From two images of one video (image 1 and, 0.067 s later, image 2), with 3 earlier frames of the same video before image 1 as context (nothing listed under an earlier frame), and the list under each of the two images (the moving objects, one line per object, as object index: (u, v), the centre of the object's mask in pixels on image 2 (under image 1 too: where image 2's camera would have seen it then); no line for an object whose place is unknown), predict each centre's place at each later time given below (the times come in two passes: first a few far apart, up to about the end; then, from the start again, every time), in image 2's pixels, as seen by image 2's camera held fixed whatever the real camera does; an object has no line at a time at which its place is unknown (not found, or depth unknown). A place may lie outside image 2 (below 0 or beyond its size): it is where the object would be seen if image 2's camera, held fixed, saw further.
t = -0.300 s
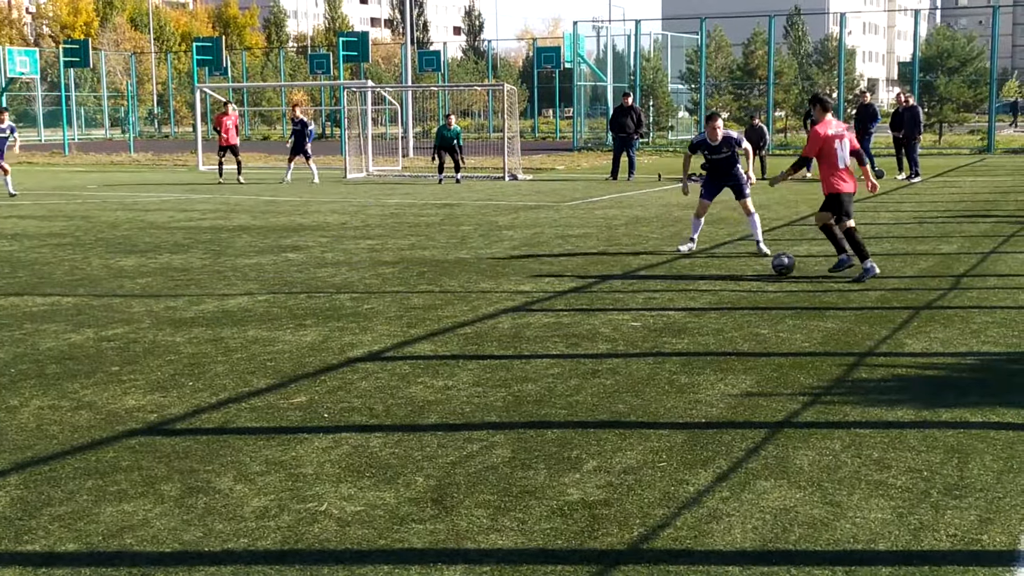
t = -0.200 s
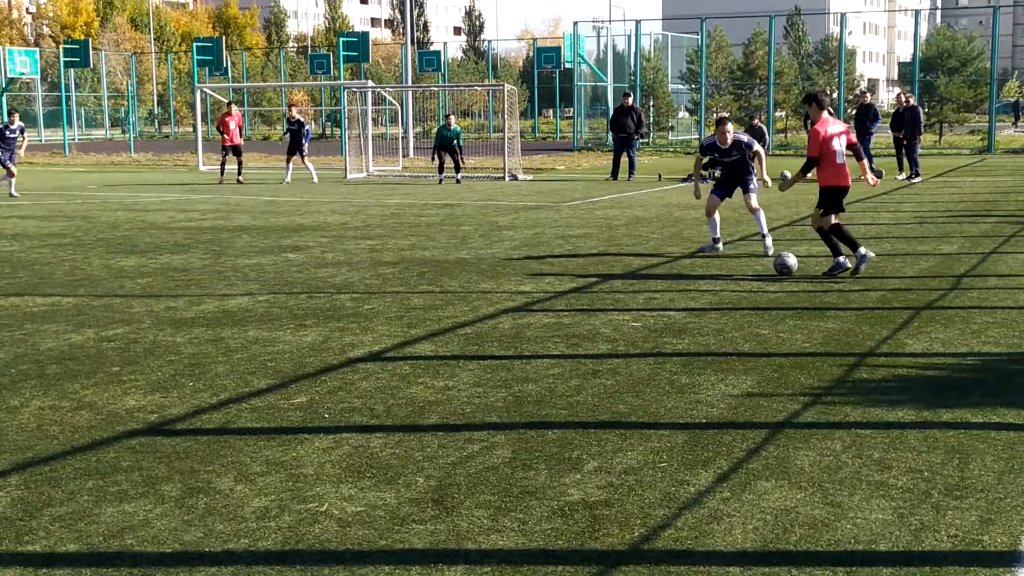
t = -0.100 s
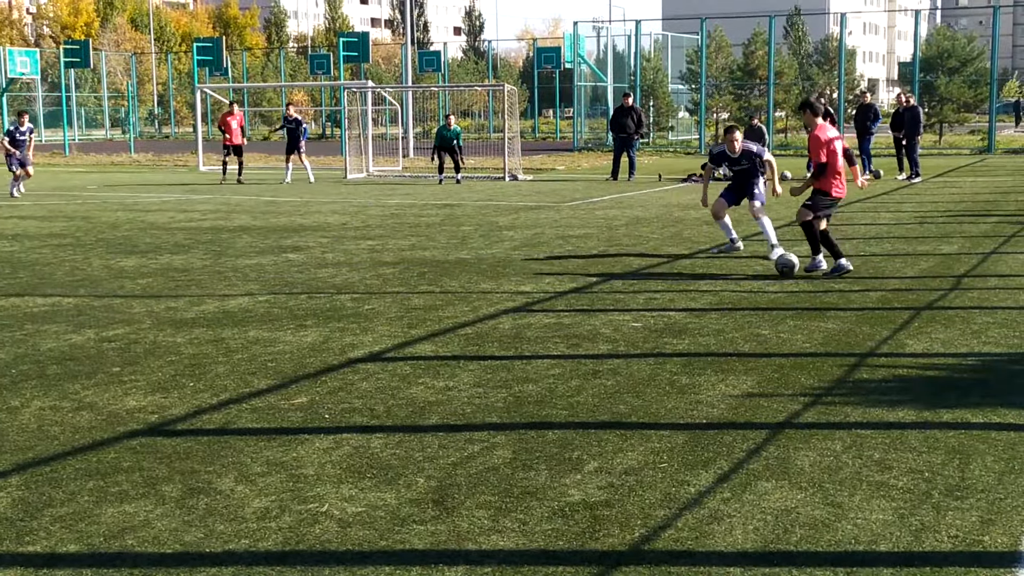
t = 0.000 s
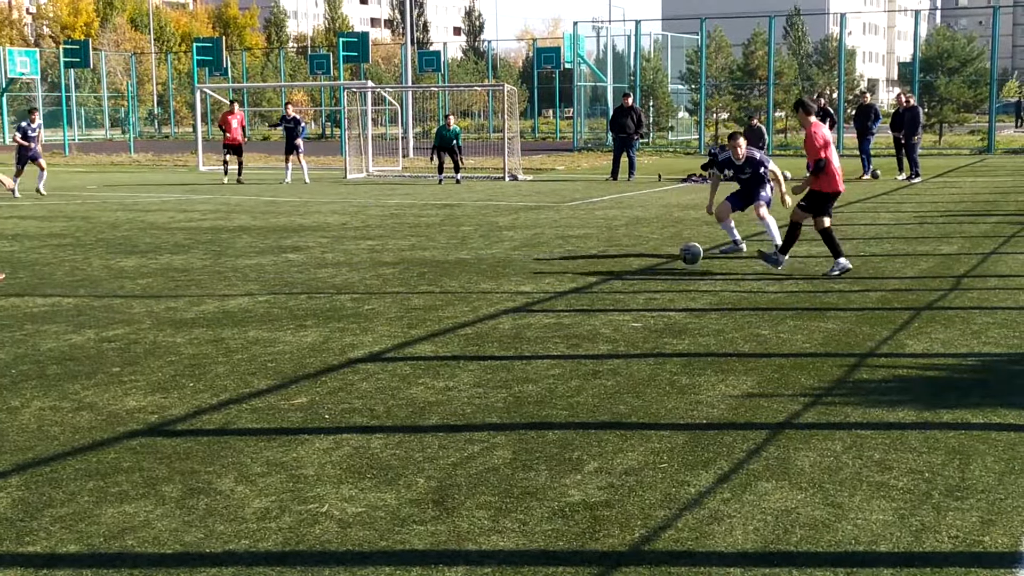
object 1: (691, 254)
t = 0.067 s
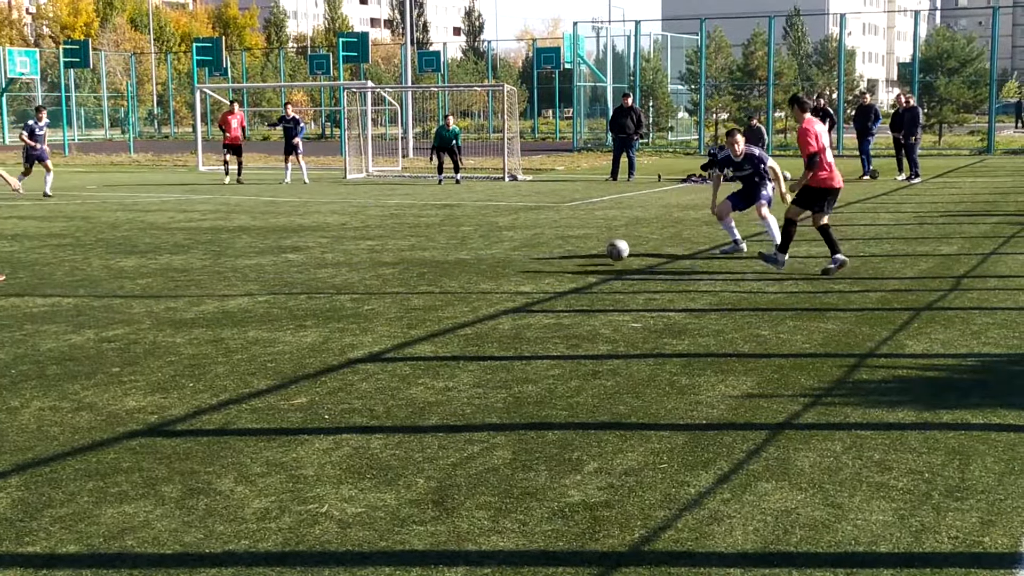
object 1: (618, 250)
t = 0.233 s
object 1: (466, 240)
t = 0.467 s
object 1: (309, 231)
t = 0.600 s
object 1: (239, 230)
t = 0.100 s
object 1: (583, 250)
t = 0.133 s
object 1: (550, 251)
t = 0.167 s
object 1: (521, 247)
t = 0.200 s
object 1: (493, 243)
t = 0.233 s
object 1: (466, 240)
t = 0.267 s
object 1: (440, 239)
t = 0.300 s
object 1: (415, 238)
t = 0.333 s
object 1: (391, 239)
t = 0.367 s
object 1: (367, 240)
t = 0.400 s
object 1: (347, 236)
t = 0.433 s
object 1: (327, 233)
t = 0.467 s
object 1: (309, 231)
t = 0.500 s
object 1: (290, 230)
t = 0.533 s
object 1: (272, 230)
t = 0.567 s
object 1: (254, 231)
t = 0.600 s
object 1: (239, 230)
